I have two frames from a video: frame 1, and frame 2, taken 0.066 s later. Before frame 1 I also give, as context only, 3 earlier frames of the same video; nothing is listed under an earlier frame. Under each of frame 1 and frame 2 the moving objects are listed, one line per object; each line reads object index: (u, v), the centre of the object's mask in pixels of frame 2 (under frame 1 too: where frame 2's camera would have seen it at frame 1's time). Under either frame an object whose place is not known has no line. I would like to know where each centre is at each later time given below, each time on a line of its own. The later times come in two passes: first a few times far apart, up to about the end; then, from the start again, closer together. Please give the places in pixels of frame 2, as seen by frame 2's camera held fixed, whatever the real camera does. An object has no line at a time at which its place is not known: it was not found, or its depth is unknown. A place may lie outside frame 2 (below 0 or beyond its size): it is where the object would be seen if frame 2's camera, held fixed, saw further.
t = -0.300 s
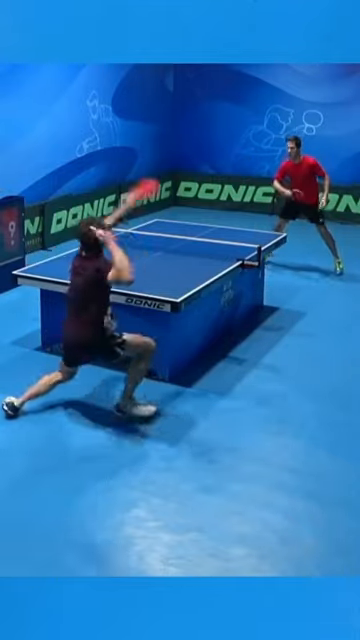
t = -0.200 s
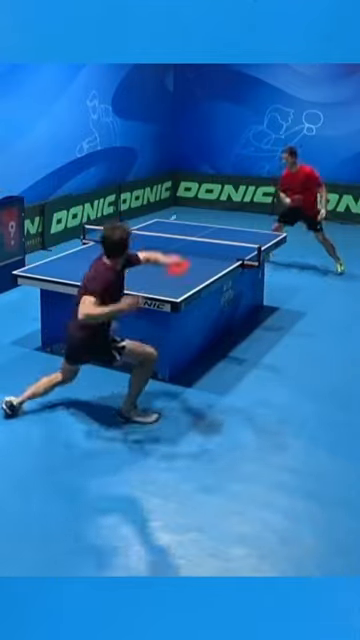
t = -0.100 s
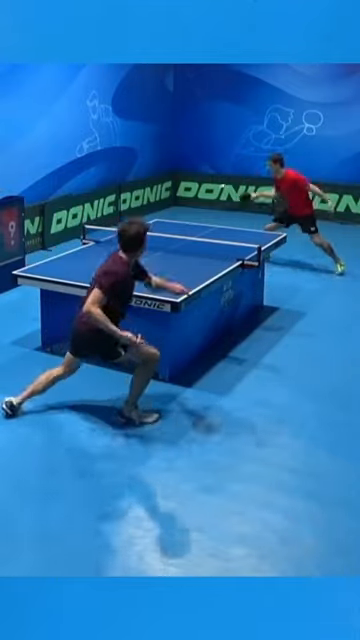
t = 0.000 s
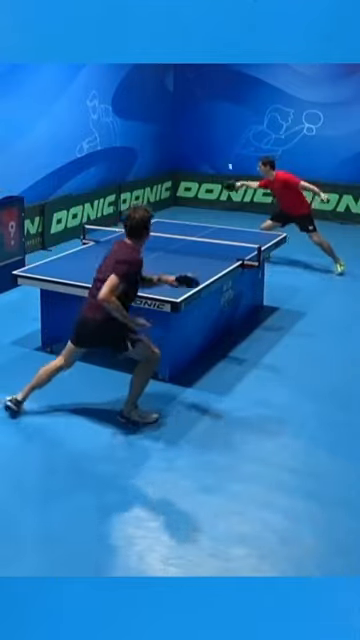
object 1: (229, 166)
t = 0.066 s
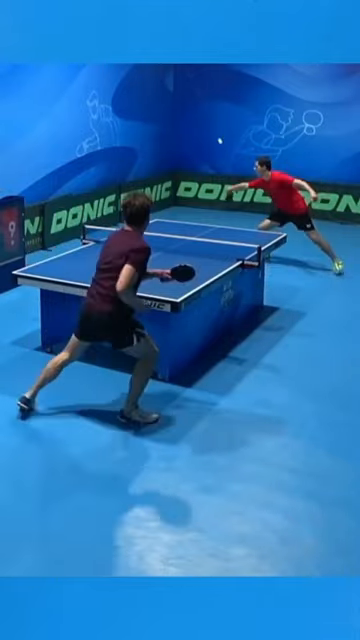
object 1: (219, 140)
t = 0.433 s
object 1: (165, 73)
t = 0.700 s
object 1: (131, 117)
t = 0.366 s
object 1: (176, 75)
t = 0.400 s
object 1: (171, 74)
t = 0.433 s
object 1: (165, 73)
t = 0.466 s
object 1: (160, 74)
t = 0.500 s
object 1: (158, 75)
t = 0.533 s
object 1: (152, 79)
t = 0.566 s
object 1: (150, 81)
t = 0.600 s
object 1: (146, 87)
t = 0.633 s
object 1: (142, 94)
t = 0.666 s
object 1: (135, 106)
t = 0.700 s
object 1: (131, 117)
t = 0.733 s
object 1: (129, 122)
